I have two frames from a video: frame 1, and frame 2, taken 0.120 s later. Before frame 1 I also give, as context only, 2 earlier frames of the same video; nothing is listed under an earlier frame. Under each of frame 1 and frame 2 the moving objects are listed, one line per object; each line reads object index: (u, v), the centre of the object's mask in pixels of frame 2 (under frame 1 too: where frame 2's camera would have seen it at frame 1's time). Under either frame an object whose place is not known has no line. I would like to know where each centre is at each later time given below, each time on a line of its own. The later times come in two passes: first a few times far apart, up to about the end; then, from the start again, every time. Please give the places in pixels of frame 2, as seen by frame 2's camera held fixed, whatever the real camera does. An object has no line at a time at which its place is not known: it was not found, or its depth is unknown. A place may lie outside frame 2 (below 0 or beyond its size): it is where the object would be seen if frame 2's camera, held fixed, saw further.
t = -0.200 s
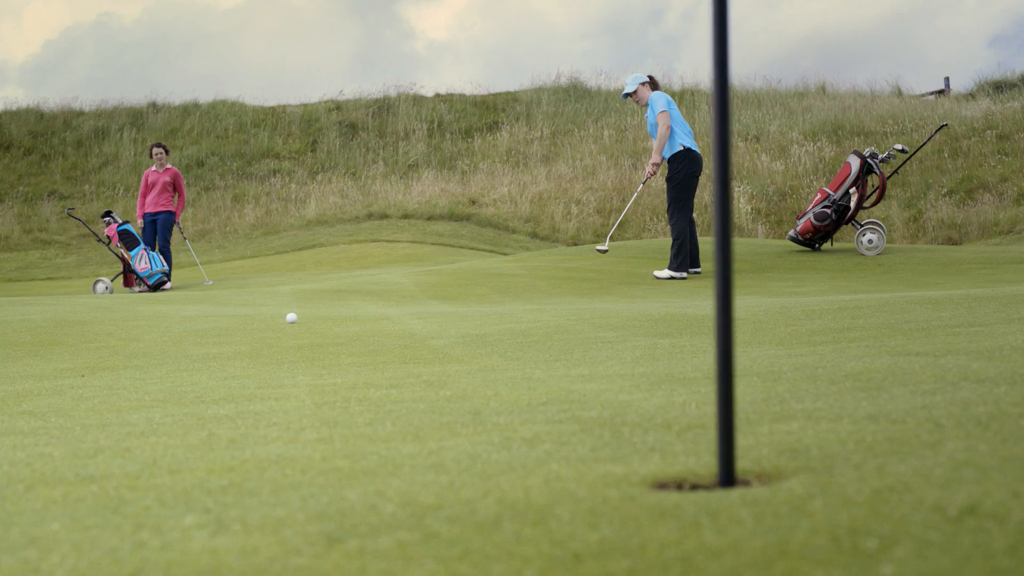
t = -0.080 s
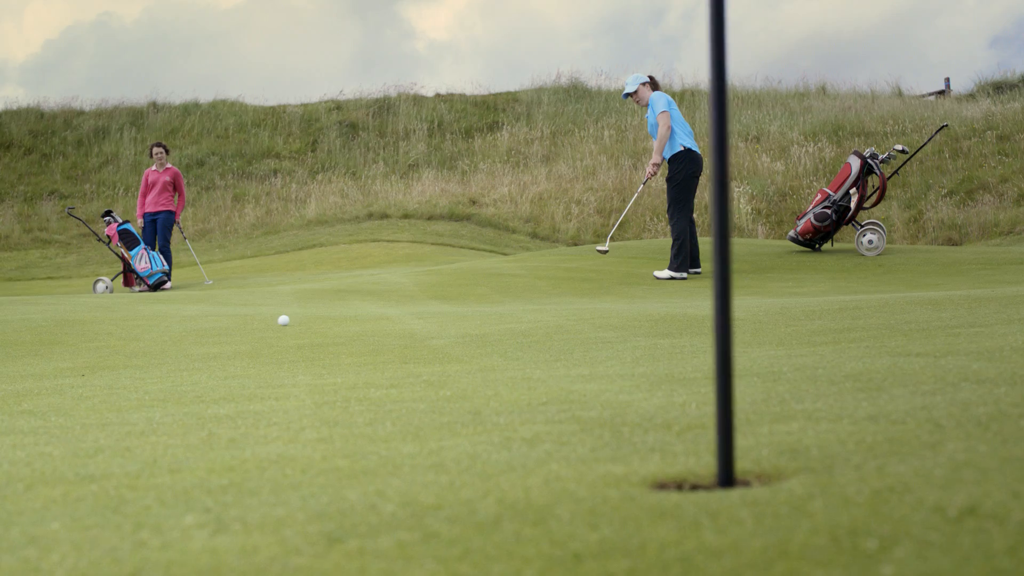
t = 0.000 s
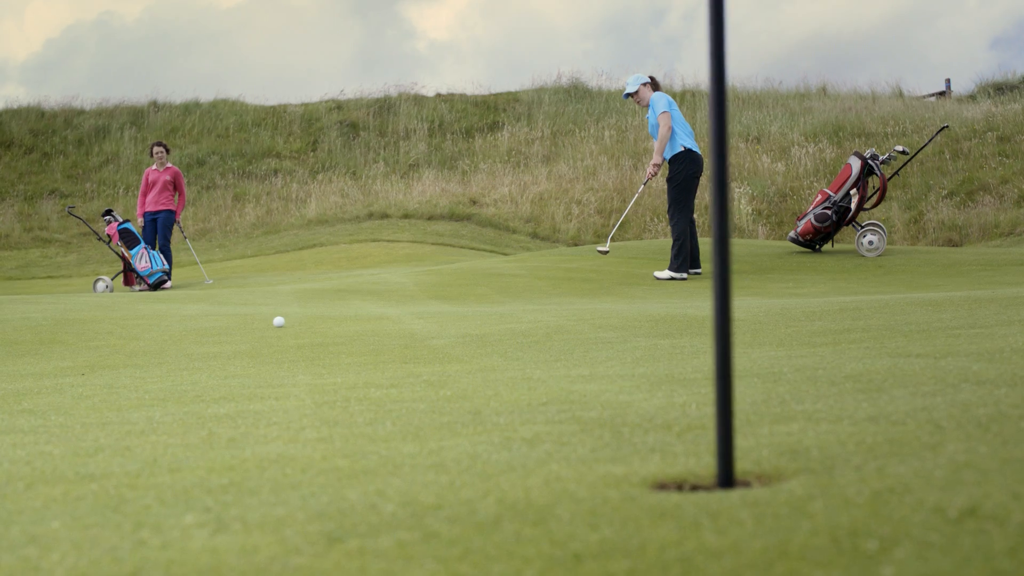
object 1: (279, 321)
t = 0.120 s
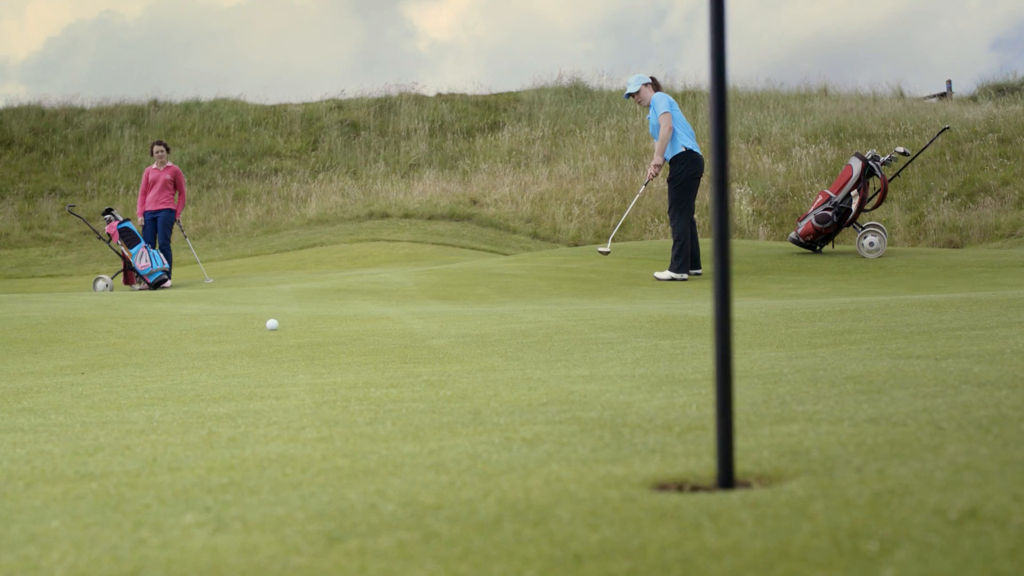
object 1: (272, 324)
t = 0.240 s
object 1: (267, 328)
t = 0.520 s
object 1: (258, 338)
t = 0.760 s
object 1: (253, 348)
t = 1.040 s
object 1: (251, 359)
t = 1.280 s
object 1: (253, 366)
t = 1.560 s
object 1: (258, 372)
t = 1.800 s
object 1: (265, 377)
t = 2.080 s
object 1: (281, 382)
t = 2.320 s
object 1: (301, 389)
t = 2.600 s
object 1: (337, 396)
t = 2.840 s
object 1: (377, 404)
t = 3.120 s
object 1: (439, 413)
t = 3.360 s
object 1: (502, 420)
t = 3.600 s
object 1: (572, 427)
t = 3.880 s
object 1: (655, 432)
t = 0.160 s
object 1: (270, 325)
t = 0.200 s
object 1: (268, 326)
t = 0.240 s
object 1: (267, 328)
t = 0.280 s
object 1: (265, 329)
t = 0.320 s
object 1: (264, 331)
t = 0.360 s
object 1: (262, 332)
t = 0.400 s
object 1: (261, 334)
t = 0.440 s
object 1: (260, 335)
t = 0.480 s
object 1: (259, 337)
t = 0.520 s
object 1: (258, 338)
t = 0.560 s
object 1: (257, 340)
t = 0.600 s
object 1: (256, 342)
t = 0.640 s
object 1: (255, 343)
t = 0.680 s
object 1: (255, 345)
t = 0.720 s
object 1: (254, 347)
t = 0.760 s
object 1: (253, 348)
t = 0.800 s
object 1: (253, 350)
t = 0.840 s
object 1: (252, 352)
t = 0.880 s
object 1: (252, 353)
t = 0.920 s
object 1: (251, 354)
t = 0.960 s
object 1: (251, 356)
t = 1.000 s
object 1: (251, 358)
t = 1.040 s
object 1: (251, 359)
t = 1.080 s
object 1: (252, 360)
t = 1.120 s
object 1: (252, 362)
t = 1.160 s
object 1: (252, 363)
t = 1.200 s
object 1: (252, 364)
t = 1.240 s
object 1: (252, 365)
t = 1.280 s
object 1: (253, 366)
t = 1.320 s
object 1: (253, 367)
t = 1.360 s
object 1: (254, 367)
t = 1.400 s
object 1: (255, 369)
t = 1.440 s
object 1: (255, 369)
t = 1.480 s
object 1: (256, 370)
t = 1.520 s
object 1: (257, 371)
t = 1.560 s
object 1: (258, 372)
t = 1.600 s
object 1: (259, 373)
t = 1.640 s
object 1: (260, 373)
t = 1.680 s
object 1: (261, 374)
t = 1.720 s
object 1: (262, 376)
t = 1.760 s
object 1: (263, 376)
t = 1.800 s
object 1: (265, 377)
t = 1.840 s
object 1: (267, 378)
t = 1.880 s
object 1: (269, 379)
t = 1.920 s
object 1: (271, 379)
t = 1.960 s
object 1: (273, 381)
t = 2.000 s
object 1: (276, 381)
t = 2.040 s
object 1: (278, 382)
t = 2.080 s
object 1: (281, 382)
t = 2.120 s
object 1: (283, 384)
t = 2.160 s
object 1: (286, 385)
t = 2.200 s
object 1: (290, 386)
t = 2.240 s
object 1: (293, 387)
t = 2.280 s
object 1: (296, 388)
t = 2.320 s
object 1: (301, 389)
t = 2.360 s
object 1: (305, 390)
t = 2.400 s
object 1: (309, 390)
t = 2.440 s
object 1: (314, 392)
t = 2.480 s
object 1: (320, 393)
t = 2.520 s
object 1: (325, 394)
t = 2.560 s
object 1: (331, 395)
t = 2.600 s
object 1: (337, 396)
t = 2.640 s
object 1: (343, 398)
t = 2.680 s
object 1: (350, 399)
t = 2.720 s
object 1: (356, 401)
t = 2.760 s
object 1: (363, 402)
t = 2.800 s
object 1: (370, 403)
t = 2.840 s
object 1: (377, 404)
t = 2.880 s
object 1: (385, 405)
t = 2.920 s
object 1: (393, 407)
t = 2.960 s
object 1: (401, 408)
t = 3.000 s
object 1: (410, 409)
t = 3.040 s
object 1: (419, 411)
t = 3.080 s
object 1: (428, 412)
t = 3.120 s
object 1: (439, 413)
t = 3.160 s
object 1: (449, 415)
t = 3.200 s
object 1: (459, 415)
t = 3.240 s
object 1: (470, 417)
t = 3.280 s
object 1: (480, 418)
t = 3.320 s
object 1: (490, 419)
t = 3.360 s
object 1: (502, 420)
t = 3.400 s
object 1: (513, 421)
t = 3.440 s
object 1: (524, 423)
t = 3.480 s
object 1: (536, 424)
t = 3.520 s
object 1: (548, 425)
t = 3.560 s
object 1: (560, 425)
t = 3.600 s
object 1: (572, 427)
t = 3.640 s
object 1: (584, 429)
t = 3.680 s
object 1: (596, 429)
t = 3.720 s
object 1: (609, 429)
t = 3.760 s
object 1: (620, 430)
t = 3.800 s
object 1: (632, 431)
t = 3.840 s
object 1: (644, 432)
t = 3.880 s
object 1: (655, 432)
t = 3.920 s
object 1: (667, 433)
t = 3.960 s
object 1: (678, 434)
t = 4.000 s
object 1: (689, 434)
